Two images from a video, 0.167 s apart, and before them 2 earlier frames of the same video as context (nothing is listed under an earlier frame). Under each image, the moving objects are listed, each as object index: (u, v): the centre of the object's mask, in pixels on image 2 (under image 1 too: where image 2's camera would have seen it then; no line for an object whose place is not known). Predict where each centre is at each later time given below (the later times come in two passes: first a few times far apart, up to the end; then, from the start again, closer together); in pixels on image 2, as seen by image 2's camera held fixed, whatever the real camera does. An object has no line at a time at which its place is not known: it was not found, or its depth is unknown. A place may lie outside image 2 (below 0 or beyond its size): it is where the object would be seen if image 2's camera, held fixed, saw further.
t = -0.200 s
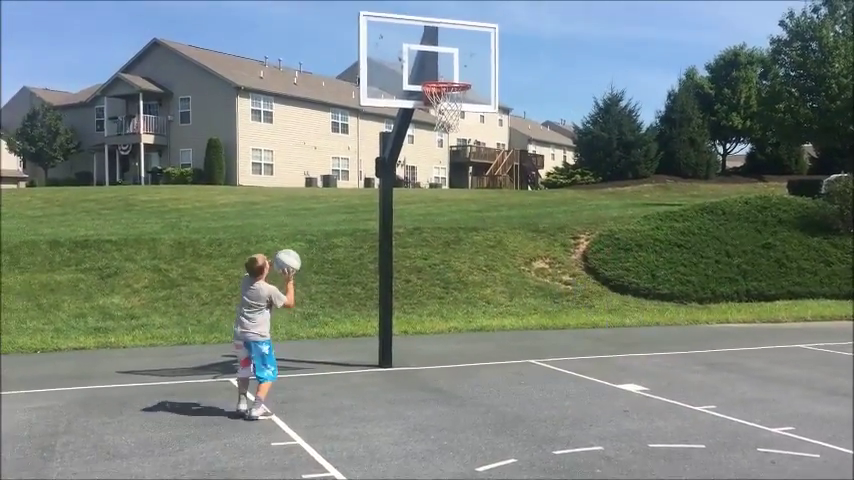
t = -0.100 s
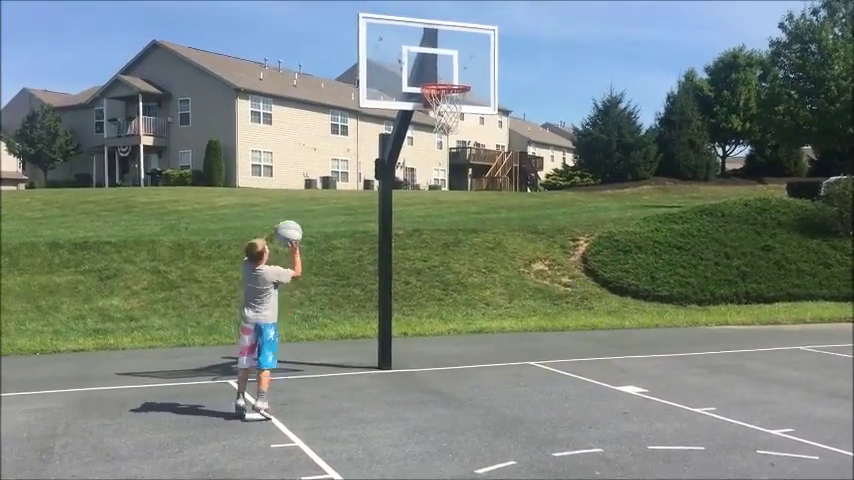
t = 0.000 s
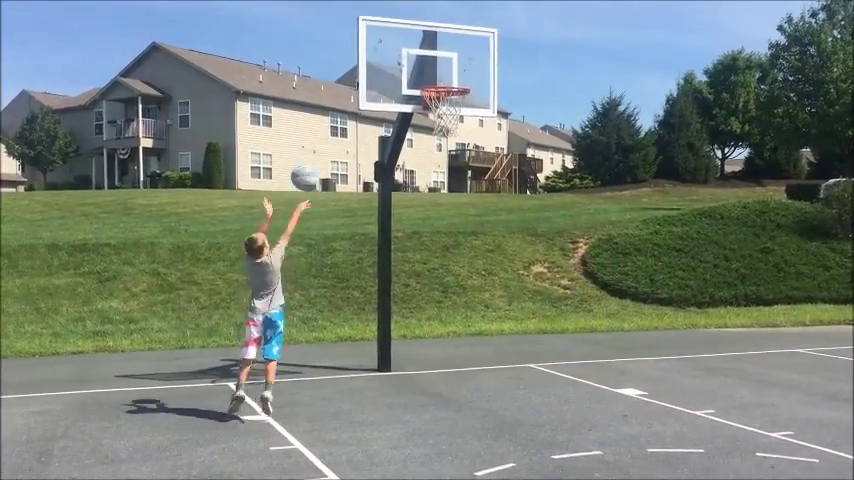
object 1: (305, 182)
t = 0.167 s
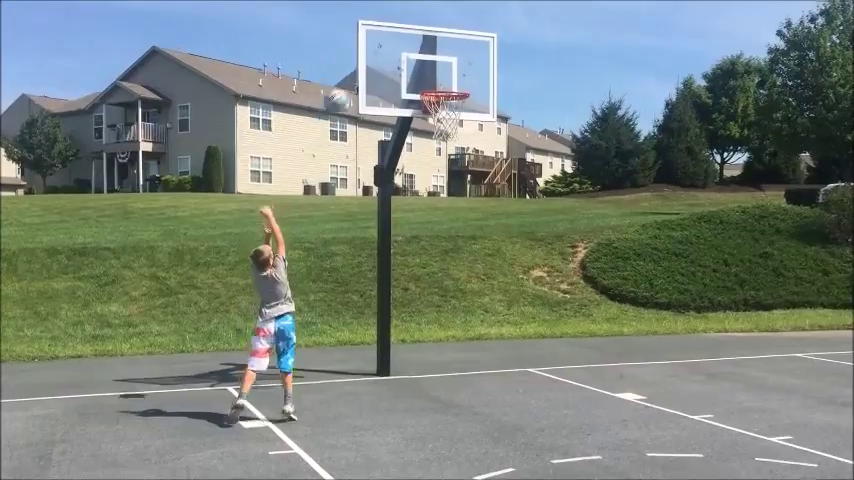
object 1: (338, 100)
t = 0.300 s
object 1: (360, 64)
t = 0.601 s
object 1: (411, 47)
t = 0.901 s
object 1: (453, 91)
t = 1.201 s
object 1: (430, 118)
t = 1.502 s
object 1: (446, 185)
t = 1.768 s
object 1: (465, 310)
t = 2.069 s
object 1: (487, 297)
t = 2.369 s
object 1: (513, 221)
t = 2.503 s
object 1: (523, 216)
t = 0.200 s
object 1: (342, 90)
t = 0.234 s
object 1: (348, 80)
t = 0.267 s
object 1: (354, 72)
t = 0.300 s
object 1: (360, 64)
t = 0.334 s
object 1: (366, 57)
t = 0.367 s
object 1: (372, 52)
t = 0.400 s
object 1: (378, 48)
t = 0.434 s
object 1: (384, 45)
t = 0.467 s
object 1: (389, 44)
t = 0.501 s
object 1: (395, 43)
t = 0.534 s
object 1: (400, 44)
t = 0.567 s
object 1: (405, 45)
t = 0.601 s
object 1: (411, 47)
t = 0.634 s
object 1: (417, 51)
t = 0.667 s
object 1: (421, 52)
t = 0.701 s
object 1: (426, 56)
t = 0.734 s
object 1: (432, 62)
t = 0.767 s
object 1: (438, 69)
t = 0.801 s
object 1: (442, 75)
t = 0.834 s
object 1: (447, 81)
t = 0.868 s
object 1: (450, 85)
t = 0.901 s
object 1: (453, 91)
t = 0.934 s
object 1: (456, 94)
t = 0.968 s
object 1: (450, 97)
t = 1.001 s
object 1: (442, 101)
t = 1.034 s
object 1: (436, 104)
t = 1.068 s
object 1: (434, 105)
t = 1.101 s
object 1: (431, 110)
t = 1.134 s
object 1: (429, 114)
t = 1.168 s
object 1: (429, 117)
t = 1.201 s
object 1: (430, 118)
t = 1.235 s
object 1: (433, 124)
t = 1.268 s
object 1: (434, 127)
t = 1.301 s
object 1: (434, 133)
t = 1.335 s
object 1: (435, 141)
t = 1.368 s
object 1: (437, 146)
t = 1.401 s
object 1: (440, 155)
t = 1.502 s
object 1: (446, 185)
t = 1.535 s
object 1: (449, 197)
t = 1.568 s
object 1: (451, 210)
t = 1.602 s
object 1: (453, 223)
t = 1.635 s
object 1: (455, 238)
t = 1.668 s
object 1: (459, 254)
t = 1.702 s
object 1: (461, 271)
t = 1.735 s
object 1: (462, 290)
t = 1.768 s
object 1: (465, 310)
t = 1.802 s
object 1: (467, 329)
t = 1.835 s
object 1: (469, 351)
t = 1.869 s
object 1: (471, 373)
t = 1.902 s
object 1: (473, 376)
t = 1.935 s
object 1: (476, 358)
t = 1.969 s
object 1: (479, 341)
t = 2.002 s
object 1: (482, 325)
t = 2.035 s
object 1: (484, 311)
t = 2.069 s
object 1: (487, 297)
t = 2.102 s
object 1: (490, 285)
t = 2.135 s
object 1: (493, 274)
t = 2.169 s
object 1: (495, 263)
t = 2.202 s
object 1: (498, 253)
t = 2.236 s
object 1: (501, 245)
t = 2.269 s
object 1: (504, 238)
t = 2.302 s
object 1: (506, 232)
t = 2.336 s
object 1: (510, 226)
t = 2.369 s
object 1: (513, 221)
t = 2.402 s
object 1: (515, 220)
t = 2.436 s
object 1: (517, 218)
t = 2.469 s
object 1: (521, 216)
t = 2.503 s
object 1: (523, 216)
